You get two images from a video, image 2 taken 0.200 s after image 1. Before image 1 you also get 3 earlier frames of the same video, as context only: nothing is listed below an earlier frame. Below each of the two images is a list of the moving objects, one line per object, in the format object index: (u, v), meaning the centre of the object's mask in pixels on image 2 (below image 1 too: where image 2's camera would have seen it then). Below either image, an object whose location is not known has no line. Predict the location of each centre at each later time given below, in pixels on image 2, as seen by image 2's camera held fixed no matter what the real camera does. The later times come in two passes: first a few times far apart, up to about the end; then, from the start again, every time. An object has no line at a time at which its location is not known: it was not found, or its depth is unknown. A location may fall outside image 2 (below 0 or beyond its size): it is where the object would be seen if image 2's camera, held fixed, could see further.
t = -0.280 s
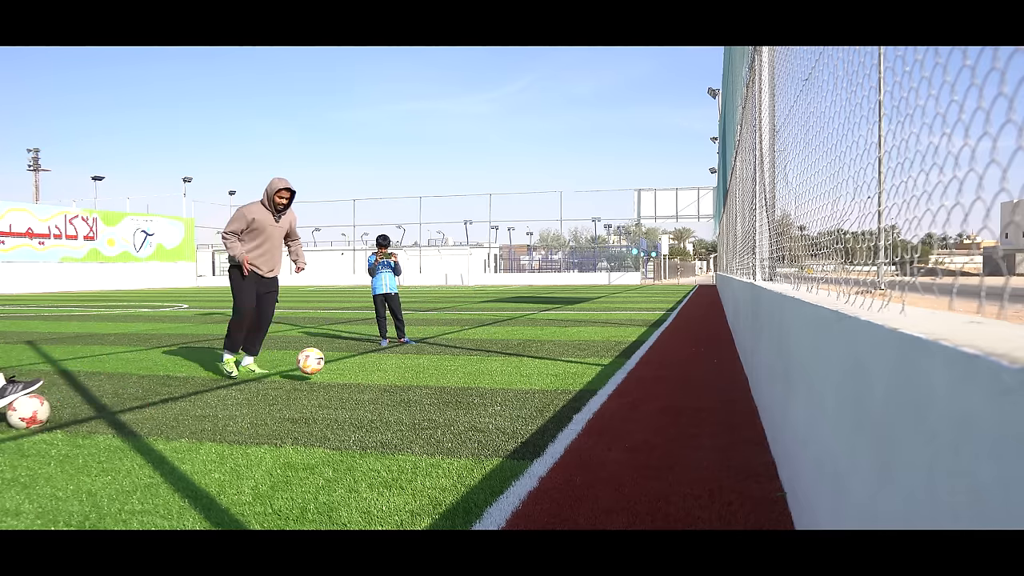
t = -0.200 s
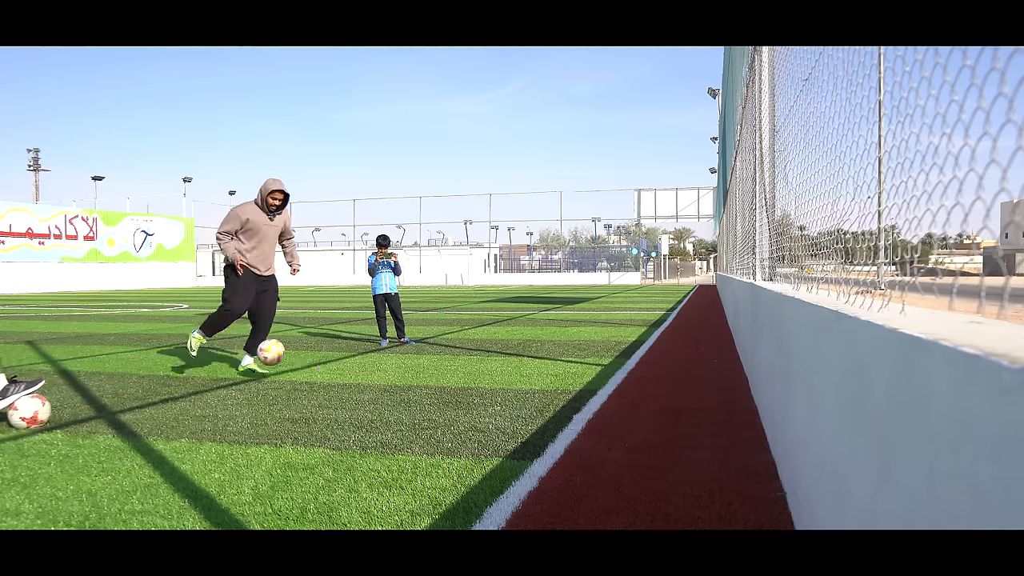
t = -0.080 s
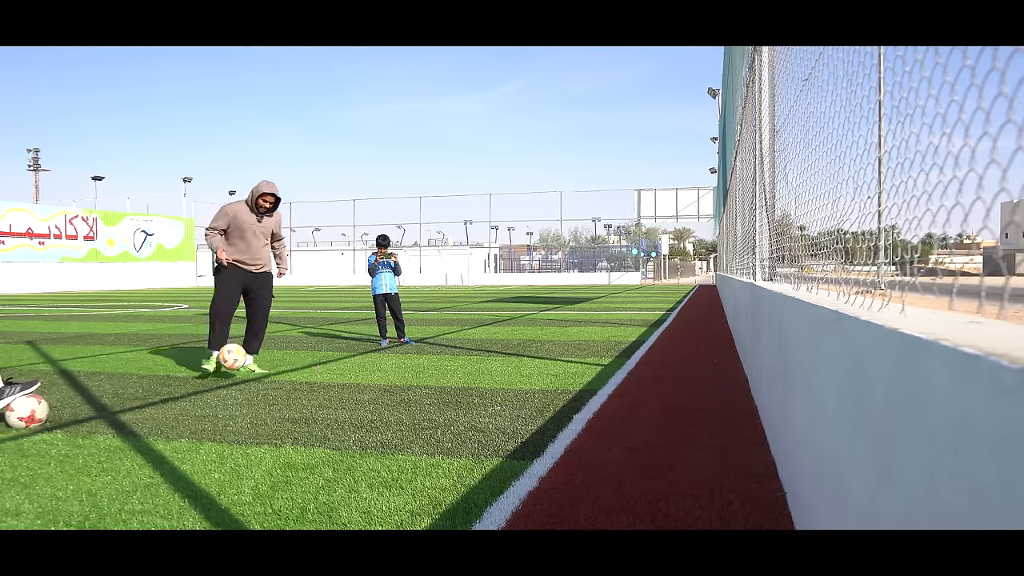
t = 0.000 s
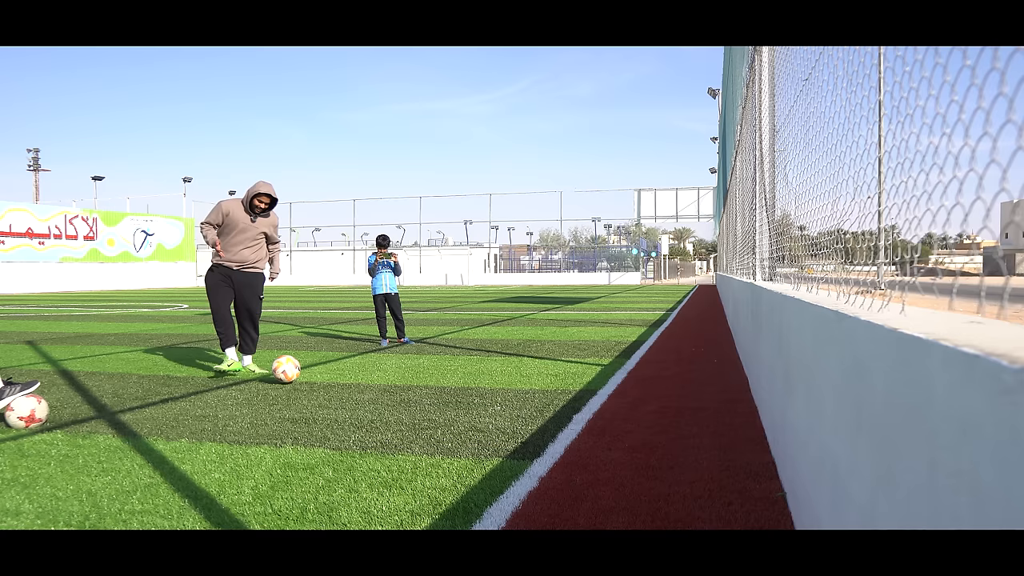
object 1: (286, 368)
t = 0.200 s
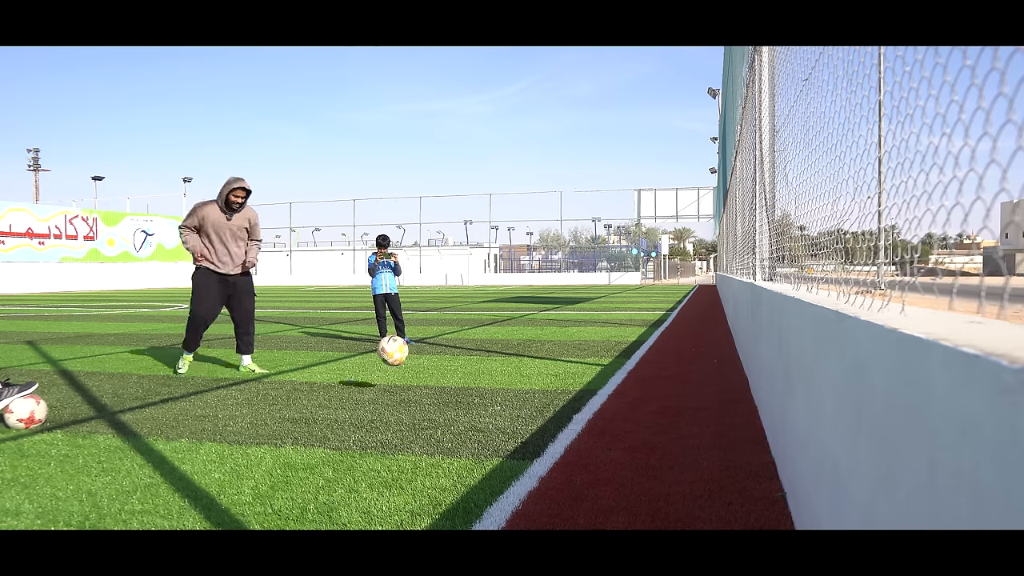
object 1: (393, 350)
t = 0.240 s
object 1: (417, 353)
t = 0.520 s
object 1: (597, 370)
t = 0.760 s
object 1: (727, 379)
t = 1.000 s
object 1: (571, 401)
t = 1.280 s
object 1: (468, 399)
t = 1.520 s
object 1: (401, 399)
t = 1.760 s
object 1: (338, 400)
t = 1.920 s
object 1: (299, 399)
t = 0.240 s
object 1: (417, 353)
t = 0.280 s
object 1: (442, 358)
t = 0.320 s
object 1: (468, 366)
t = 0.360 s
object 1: (495, 376)
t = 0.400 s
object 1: (522, 389)
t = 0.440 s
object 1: (546, 385)
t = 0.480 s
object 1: (572, 376)
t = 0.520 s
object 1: (597, 370)
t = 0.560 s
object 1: (623, 367)
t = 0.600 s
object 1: (650, 367)
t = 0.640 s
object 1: (678, 368)
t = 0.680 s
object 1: (707, 373)
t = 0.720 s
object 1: (737, 380)
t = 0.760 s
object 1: (727, 379)
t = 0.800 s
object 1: (700, 376)
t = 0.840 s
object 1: (674, 376)
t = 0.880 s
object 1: (648, 378)
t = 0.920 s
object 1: (622, 384)
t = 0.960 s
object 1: (597, 391)
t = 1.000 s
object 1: (571, 401)
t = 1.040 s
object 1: (555, 398)
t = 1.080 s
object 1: (540, 394)
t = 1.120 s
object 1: (525, 392)
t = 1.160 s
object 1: (510, 392)
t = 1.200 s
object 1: (495, 397)
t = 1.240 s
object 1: (480, 402)
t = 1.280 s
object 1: (468, 399)
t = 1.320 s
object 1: (457, 396)
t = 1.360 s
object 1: (446, 396)
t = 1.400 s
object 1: (434, 398)
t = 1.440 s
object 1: (423, 402)
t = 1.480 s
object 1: (412, 399)
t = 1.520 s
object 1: (401, 399)
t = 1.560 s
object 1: (389, 401)
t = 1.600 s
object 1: (379, 399)
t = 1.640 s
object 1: (368, 399)
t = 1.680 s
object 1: (358, 399)
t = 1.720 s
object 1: (348, 399)
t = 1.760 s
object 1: (338, 400)
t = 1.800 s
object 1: (328, 399)
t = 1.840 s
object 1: (318, 399)
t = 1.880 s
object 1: (308, 399)
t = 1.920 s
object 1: (299, 399)
